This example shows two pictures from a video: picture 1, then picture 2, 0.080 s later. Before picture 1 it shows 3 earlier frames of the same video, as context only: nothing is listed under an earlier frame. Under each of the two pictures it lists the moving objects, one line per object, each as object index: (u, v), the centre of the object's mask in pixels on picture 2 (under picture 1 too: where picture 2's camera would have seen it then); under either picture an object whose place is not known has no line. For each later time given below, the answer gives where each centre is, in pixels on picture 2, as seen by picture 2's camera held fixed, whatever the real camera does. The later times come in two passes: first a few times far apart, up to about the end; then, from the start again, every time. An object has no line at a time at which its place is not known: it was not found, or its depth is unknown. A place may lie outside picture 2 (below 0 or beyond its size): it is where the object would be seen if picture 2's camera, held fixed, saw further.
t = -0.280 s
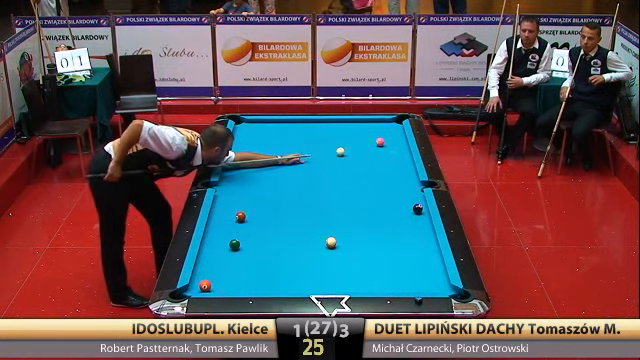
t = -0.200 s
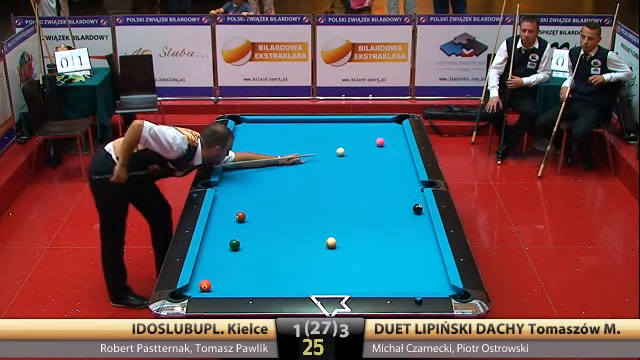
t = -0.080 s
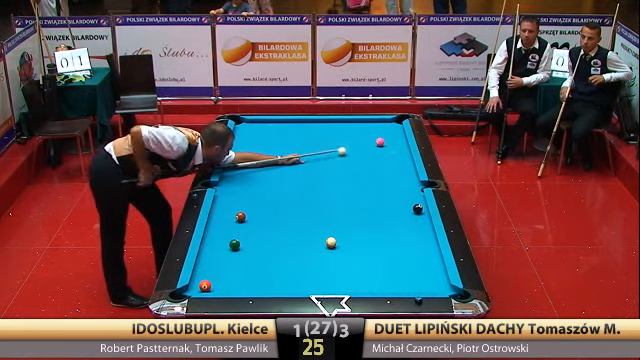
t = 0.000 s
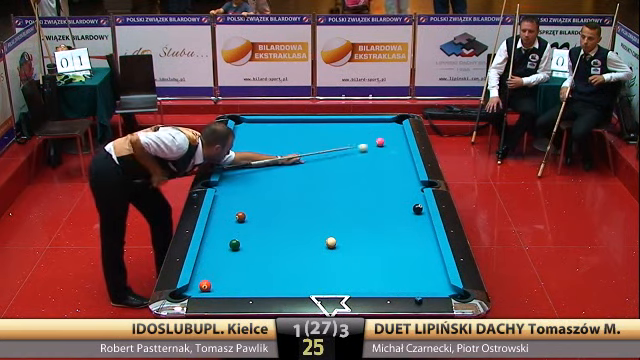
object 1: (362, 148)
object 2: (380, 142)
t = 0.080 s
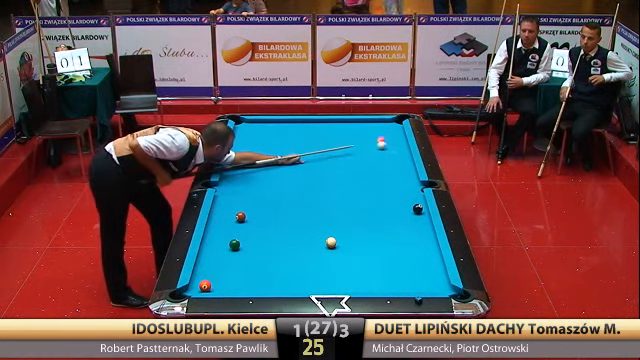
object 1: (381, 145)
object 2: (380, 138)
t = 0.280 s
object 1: (394, 147)
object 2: (388, 131)
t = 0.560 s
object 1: (363, 148)
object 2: (396, 121)
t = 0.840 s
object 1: (333, 149)
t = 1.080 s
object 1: (309, 151)
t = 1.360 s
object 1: (281, 152)
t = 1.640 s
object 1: (253, 153)
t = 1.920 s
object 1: (231, 154)
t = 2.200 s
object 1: (245, 154)
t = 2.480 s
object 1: (258, 155)
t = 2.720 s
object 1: (268, 154)
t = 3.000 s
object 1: (280, 154)
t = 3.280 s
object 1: (290, 154)
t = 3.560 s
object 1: (299, 154)
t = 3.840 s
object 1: (307, 154)
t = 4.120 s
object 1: (315, 153)
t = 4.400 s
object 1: (321, 153)
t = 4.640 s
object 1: (326, 153)
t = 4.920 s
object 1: (330, 152)
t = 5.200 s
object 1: (333, 152)
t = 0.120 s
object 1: (389, 146)
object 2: (382, 138)
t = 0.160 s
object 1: (397, 146)
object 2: (384, 136)
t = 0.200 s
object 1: (405, 147)
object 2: (386, 134)
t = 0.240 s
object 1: (400, 147)
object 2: (387, 132)
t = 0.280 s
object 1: (394, 147)
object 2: (388, 131)
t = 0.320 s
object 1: (389, 147)
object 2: (389, 130)
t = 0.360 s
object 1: (384, 148)
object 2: (391, 128)
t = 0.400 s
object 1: (380, 148)
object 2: (392, 127)
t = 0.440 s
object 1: (376, 148)
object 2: (393, 125)
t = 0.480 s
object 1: (372, 148)
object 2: (394, 124)
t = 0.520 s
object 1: (367, 148)
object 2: (395, 122)
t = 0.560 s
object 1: (363, 148)
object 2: (396, 121)
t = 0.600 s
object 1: (359, 148)
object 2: (397, 120)
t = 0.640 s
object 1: (354, 149)
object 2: (398, 119)
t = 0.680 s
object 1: (350, 149)
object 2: (400, 120)
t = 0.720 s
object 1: (346, 149)
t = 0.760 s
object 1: (342, 149)
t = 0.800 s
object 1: (338, 149)
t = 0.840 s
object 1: (333, 149)
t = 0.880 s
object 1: (329, 150)
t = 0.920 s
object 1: (325, 150)
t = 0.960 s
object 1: (321, 150)
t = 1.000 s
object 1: (317, 150)
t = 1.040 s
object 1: (313, 151)
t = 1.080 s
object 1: (309, 151)
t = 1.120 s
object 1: (305, 151)
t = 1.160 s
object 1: (301, 151)
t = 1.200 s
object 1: (297, 151)
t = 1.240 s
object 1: (292, 151)
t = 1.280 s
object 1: (288, 152)
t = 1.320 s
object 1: (284, 151)
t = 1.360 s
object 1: (281, 152)
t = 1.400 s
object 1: (277, 152)
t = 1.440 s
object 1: (273, 152)
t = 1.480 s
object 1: (269, 152)
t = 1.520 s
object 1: (265, 152)
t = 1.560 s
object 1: (261, 153)
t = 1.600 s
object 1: (257, 153)
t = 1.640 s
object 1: (253, 153)
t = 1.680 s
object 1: (250, 153)
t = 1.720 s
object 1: (246, 153)
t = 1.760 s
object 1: (242, 153)
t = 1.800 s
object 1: (238, 153)
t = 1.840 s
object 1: (235, 154)
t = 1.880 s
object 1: (231, 154)
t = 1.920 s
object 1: (231, 154)
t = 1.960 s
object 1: (233, 154)
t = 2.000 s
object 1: (235, 154)
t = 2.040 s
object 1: (237, 154)
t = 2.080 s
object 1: (239, 154)
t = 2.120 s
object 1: (241, 154)
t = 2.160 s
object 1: (243, 154)
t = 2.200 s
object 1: (245, 154)
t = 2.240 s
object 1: (247, 154)
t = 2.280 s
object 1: (249, 154)
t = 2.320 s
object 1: (251, 154)
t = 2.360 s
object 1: (252, 154)
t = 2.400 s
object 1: (254, 154)
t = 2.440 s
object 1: (256, 154)
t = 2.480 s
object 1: (258, 155)
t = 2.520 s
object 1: (260, 155)
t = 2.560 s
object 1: (261, 155)
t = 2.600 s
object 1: (263, 154)
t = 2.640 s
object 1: (265, 154)
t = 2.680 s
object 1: (267, 155)
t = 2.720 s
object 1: (268, 154)
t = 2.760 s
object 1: (270, 154)
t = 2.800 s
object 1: (272, 155)
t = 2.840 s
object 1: (273, 155)
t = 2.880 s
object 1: (275, 154)
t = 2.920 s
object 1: (276, 155)
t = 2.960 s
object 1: (278, 155)
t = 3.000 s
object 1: (280, 154)
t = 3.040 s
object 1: (281, 154)
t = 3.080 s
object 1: (283, 154)
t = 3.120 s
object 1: (284, 154)
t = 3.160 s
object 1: (286, 154)
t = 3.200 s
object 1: (287, 154)
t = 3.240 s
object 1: (288, 154)
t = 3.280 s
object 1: (290, 154)
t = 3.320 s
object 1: (291, 154)
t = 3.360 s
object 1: (293, 154)
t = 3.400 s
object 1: (294, 154)
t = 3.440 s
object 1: (295, 154)
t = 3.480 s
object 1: (297, 154)
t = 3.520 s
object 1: (298, 154)
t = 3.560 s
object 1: (299, 154)
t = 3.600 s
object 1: (300, 154)
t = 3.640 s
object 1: (302, 154)
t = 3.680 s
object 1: (303, 154)
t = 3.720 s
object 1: (304, 154)
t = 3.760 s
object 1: (305, 154)
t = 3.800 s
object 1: (306, 153)
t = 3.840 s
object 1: (307, 154)
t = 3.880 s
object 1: (309, 153)
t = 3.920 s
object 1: (309, 154)
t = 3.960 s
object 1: (310, 154)
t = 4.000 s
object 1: (311, 154)
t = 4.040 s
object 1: (312, 154)
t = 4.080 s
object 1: (313, 154)
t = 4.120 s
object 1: (315, 153)
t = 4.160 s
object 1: (315, 153)
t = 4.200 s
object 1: (316, 153)
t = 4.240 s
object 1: (317, 153)
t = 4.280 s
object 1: (318, 153)
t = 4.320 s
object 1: (319, 153)
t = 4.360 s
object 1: (320, 153)
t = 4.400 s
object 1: (321, 153)
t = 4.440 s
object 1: (322, 153)
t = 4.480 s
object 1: (323, 153)
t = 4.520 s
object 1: (324, 153)
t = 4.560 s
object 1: (324, 153)
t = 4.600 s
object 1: (325, 153)
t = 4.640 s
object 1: (326, 153)
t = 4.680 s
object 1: (326, 153)
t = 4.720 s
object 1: (327, 153)
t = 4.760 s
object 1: (328, 152)
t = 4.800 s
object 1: (328, 152)
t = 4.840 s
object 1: (329, 152)
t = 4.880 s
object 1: (329, 152)
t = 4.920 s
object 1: (330, 152)
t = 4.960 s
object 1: (330, 152)
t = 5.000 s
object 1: (331, 152)
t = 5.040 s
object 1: (332, 152)
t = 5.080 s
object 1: (332, 152)
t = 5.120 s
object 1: (333, 152)
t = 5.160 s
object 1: (333, 152)
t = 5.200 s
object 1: (333, 152)
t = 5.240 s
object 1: (334, 152)
